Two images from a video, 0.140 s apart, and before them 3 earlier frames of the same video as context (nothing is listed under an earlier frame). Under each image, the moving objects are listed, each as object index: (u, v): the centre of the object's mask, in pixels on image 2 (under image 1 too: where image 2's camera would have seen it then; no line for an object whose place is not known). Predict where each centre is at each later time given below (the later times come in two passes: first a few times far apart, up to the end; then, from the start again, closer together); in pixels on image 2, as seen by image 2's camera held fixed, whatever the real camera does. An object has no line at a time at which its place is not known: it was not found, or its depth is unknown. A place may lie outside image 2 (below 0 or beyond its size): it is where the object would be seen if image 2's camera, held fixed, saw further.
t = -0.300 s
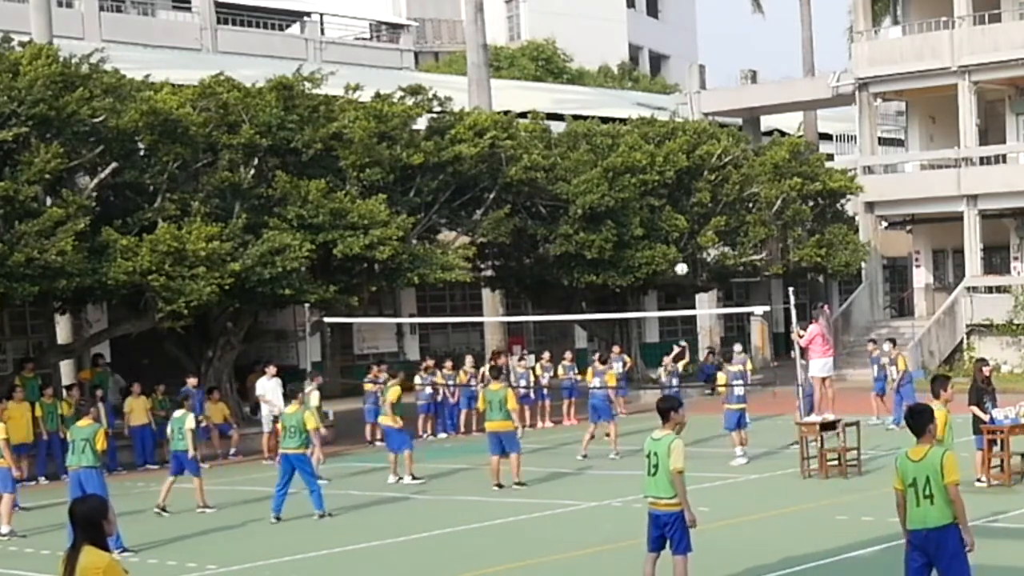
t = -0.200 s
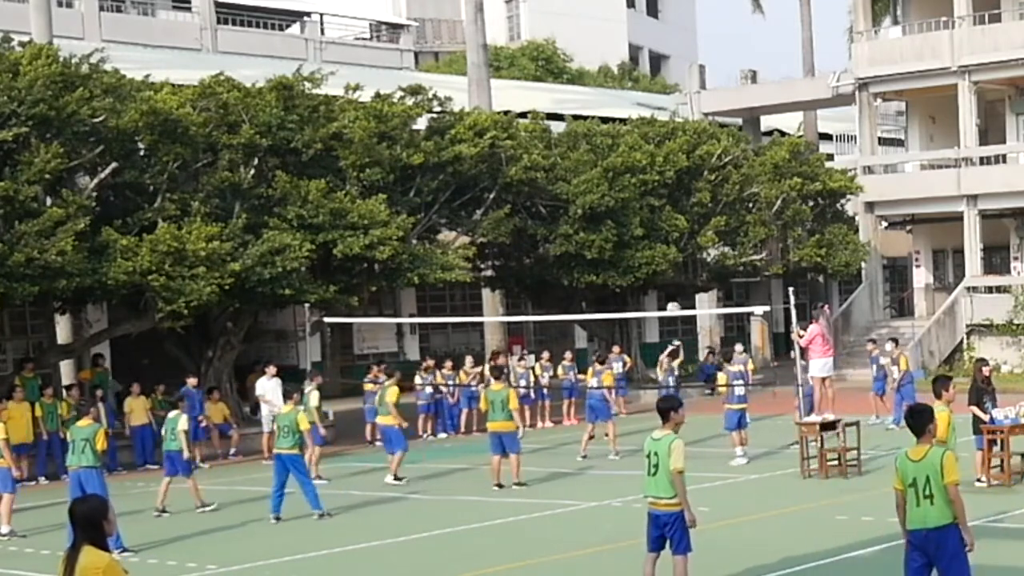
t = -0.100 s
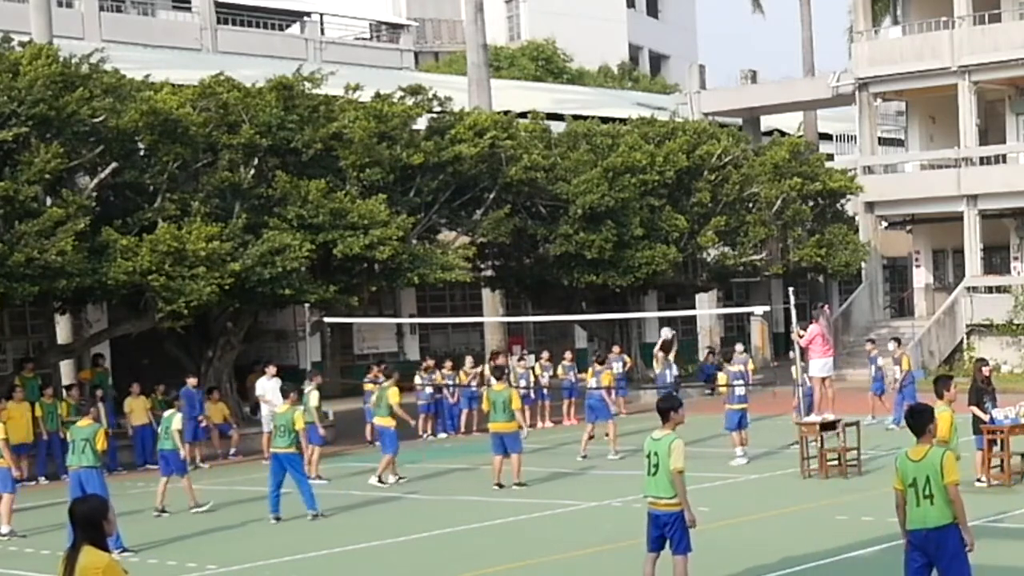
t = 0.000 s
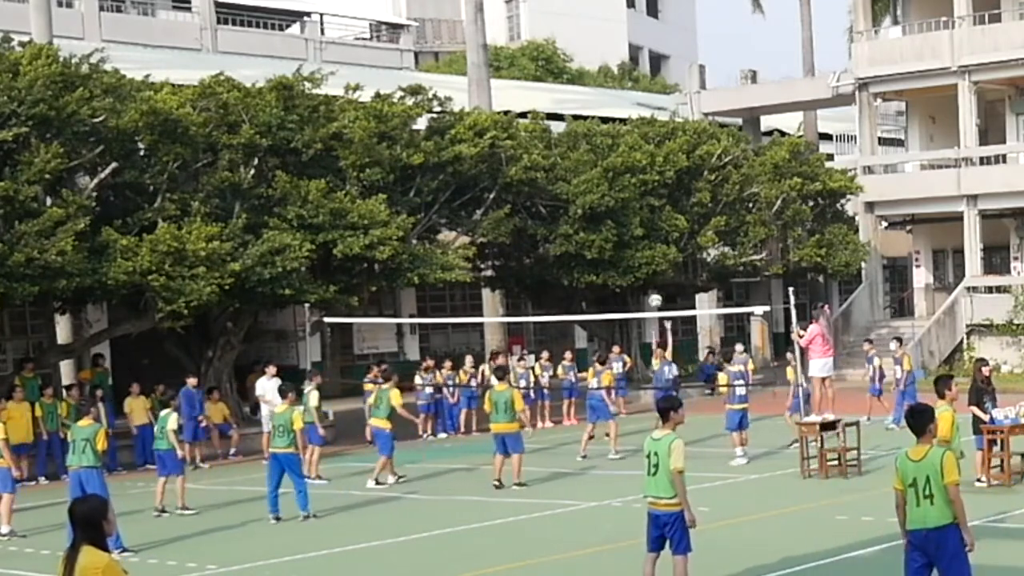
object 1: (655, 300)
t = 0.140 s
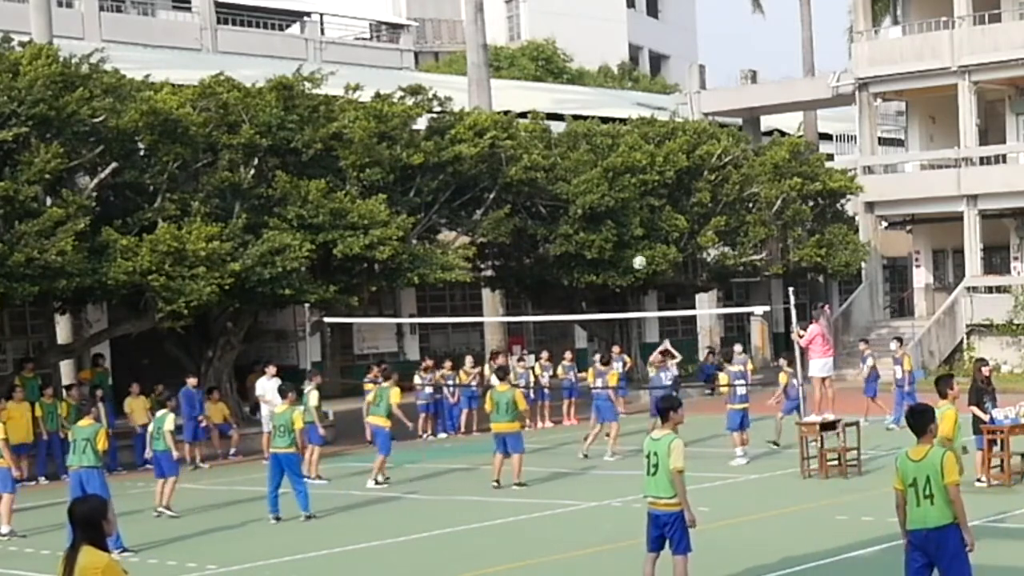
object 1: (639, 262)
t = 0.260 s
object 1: (626, 239)
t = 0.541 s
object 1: (597, 219)
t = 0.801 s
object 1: (573, 246)
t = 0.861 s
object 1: (568, 258)
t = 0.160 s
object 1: (637, 258)
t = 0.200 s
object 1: (632, 250)
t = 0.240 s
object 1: (628, 242)
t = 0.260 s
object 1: (626, 239)
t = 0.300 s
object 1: (622, 233)
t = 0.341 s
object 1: (618, 229)
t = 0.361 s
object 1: (616, 227)
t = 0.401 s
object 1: (611, 223)
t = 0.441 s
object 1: (607, 221)
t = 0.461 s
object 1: (605, 220)
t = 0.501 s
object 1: (601, 219)
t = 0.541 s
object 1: (597, 219)
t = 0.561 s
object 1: (595, 220)
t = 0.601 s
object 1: (591, 222)
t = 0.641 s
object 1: (587, 224)
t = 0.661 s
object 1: (586, 226)
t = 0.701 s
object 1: (582, 230)
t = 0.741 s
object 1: (578, 236)
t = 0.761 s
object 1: (576, 239)
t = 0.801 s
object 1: (573, 246)
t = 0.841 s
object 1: (569, 254)
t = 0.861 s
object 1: (568, 258)
